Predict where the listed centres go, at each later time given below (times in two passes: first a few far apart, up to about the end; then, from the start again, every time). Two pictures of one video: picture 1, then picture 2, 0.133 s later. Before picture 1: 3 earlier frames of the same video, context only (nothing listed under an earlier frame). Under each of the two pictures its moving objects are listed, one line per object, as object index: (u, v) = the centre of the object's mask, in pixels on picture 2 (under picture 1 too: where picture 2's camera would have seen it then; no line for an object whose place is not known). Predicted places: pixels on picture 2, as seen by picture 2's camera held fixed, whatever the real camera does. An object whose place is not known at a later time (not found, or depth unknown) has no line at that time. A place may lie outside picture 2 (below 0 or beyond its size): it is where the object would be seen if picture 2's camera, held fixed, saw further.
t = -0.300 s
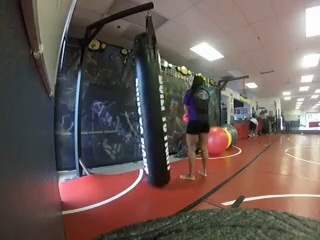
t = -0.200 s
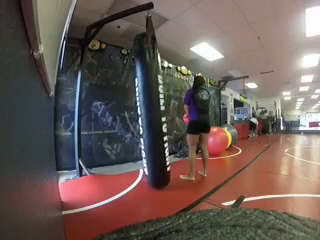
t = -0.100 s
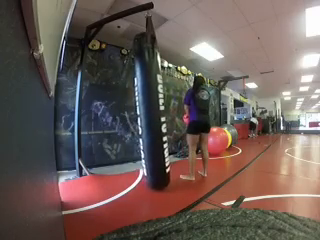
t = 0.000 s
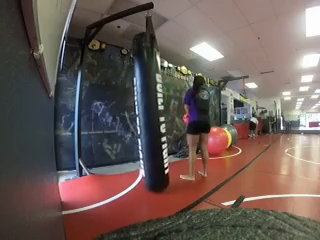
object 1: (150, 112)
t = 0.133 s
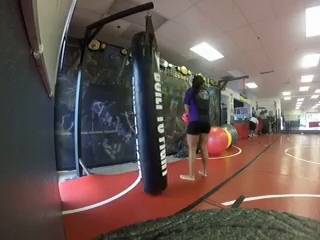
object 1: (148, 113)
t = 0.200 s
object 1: (147, 114)
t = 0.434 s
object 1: (144, 116)
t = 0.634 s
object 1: (141, 117)
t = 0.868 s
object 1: (139, 118)
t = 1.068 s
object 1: (138, 116)
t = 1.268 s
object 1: (140, 116)
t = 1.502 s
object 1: (143, 115)
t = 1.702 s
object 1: (146, 114)
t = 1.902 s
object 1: (149, 114)
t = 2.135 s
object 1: (151, 112)
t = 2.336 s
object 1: (152, 114)
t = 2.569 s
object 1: (151, 116)
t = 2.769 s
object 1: (149, 118)
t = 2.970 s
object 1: (146, 120)
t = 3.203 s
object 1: (143, 121)
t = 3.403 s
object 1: (140, 121)
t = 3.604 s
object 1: (139, 119)
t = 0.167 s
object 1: (148, 114)
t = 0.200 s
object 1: (147, 114)
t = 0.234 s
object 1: (147, 114)
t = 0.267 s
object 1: (146, 115)
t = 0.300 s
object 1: (146, 115)
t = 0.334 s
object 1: (145, 116)
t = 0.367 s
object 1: (145, 116)
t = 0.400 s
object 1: (144, 116)
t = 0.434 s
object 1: (144, 116)
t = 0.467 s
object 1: (143, 116)
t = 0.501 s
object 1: (143, 117)
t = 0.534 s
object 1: (142, 117)
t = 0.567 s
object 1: (142, 117)
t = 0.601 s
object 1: (141, 117)
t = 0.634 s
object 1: (141, 117)
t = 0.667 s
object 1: (140, 116)
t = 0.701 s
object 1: (140, 118)
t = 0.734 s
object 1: (140, 118)
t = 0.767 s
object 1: (139, 118)
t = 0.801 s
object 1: (139, 117)
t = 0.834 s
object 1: (139, 117)
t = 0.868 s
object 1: (139, 118)
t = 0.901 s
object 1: (138, 117)
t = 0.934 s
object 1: (138, 117)
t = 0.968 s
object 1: (138, 117)
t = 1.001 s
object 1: (138, 117)
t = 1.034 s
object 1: (138, 117)
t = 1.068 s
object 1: (138, 116)
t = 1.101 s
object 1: (138, 117)
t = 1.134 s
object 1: (139, 117)
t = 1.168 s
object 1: (139, 117)
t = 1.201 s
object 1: (139, 117)
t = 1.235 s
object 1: (140, 117)
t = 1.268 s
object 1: (140, 116)
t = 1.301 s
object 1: (140, 116)
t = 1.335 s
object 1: (141, 116)
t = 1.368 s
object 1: (141, 116)
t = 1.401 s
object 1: (141, 115)
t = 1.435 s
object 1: (142, 115)
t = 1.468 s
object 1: (142, 115)
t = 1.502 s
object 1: (143, 115)
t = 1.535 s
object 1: (143, 114)
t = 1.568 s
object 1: (144, 114)
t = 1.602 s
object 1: (144, 114)
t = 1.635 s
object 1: (145, 114)
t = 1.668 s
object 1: (145, 114)
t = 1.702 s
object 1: (146, 114)
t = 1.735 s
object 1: (147, 114)
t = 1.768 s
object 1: (147, 114)
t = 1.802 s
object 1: (147, 114)
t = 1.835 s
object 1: (148, 114)
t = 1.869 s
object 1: (148, 114)
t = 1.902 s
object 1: (149, 114)
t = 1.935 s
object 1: (149, 113)
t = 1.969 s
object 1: (149, 113)
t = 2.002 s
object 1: (150, 113)
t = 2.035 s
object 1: (150, 113)
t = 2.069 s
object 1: (150, 113)
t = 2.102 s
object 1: (150, 113)
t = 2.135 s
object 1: (151, 112)
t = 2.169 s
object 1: (151, 113)
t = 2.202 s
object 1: (151, 114)
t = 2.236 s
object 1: (152, 114)
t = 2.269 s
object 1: (152, 114)
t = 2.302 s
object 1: (152, 114)
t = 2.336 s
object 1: (152, 114)
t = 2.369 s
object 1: (152, 114)
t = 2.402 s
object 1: (152, 114)
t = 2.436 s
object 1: (152, 114)
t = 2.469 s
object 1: (152, 115)
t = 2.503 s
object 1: (152, 115)
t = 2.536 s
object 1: (152, 115)
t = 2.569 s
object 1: (151, 116)
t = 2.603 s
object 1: (151, 116)
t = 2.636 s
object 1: (151, 116)
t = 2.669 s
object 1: (150, 117)
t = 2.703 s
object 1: (150, 117)
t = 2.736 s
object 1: (150, 117)
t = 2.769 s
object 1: (149, 118)
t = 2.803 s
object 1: (149, 118)
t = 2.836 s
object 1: (148, 118)
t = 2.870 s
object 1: (148, 119)
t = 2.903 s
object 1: (148, 119)
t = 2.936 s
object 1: (147, 119)
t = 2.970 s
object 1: (146, 120)
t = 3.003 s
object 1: (146, 120)
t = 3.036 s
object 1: (145, 120)
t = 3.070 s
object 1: (145, 120)
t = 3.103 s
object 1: (144, 120)
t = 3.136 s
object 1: (144, 120)
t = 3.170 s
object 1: (143, 120)
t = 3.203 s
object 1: (143, 121)
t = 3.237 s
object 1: (142, 121)
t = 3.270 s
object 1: (141, 121)
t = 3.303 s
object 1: (141, 120)
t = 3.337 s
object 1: (141, 121)
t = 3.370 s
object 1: (140, 121)
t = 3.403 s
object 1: (140, 121)
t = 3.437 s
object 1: (139, 121)
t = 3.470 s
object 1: (139, 121)
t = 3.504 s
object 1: (139, 121)
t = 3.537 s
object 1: (139, 120)
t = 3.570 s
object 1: (139, 120)
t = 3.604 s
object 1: (139, 119)
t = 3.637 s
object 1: (139, 120)
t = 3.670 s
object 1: (139, 120)
